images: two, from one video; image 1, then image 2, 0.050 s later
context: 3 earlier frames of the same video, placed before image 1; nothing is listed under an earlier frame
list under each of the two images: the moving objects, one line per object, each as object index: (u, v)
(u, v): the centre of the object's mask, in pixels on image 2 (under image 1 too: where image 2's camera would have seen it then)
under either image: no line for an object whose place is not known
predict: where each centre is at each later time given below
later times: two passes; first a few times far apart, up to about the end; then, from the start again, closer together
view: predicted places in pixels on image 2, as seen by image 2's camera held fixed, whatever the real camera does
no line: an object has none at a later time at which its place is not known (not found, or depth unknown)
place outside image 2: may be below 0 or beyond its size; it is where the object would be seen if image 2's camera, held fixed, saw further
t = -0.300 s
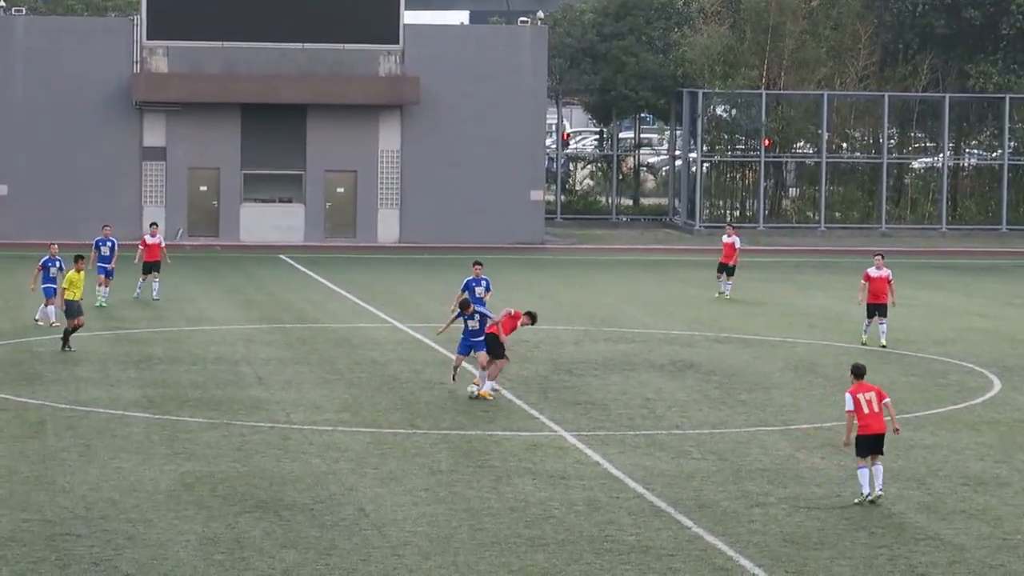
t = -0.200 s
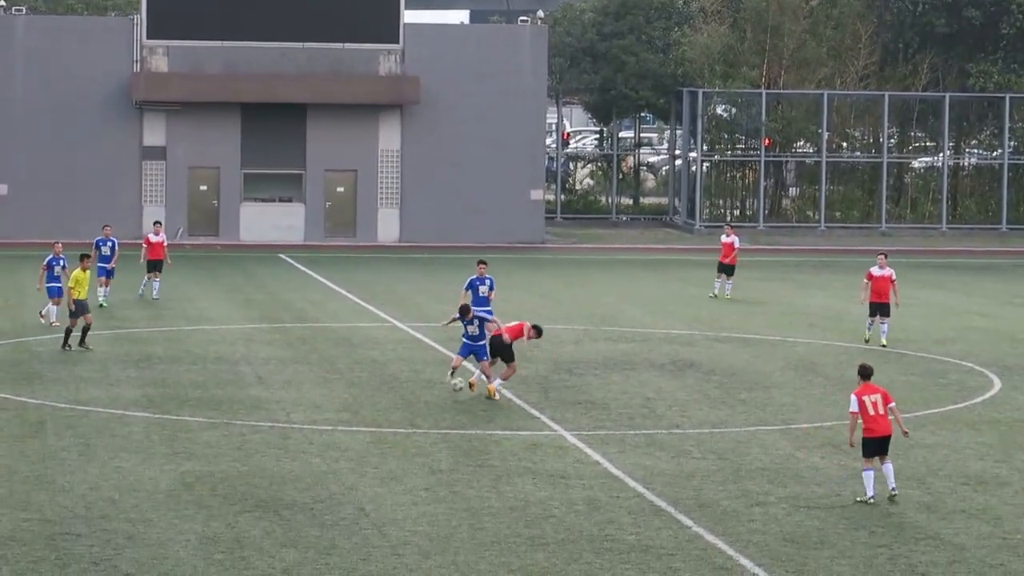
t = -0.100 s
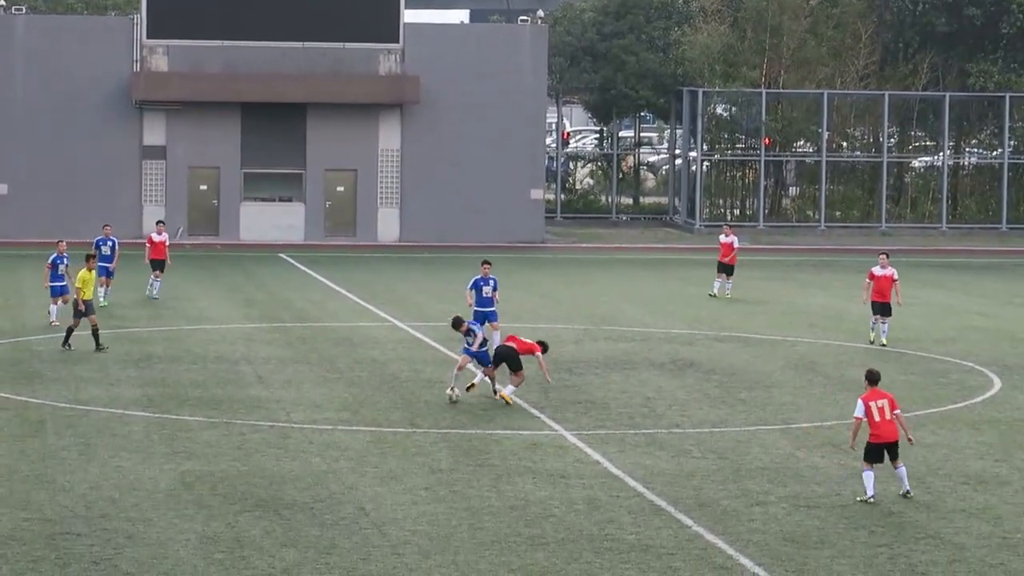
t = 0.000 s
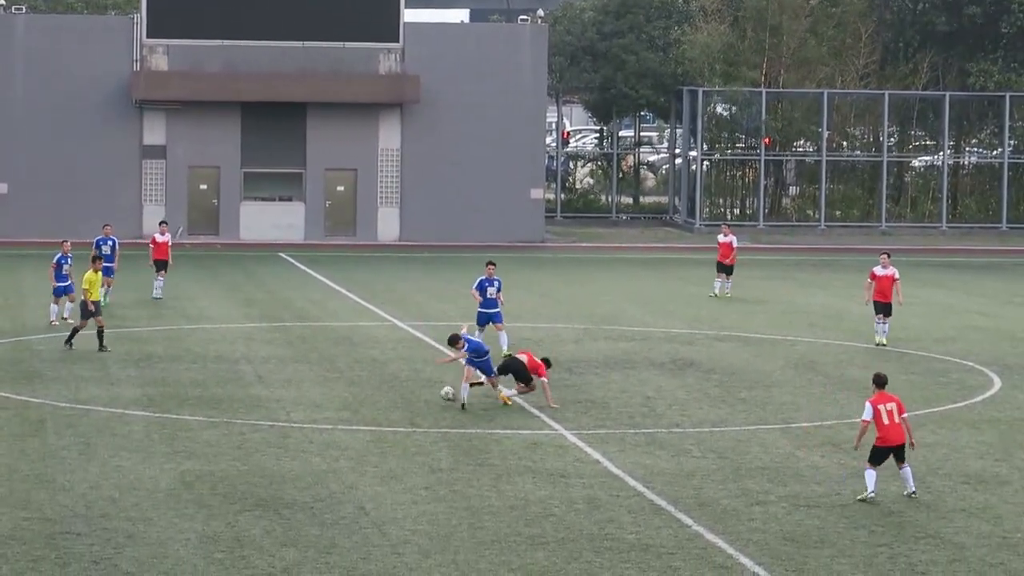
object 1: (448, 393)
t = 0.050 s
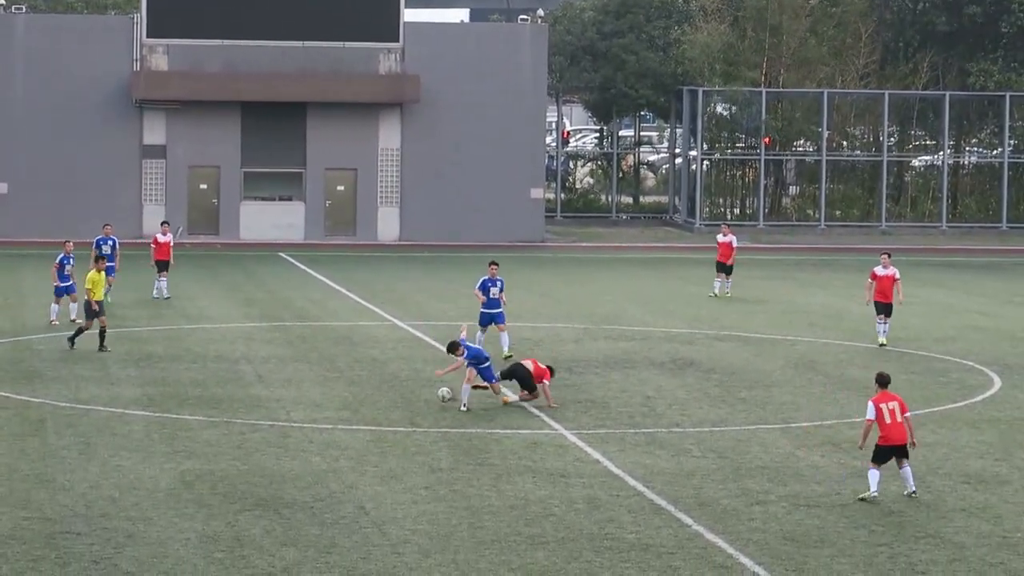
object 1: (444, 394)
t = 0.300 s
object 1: (430, 407)
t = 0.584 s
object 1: (417, 418)
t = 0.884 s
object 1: (404, 429)
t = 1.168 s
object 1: (393, 439)
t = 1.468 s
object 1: (384, 452)
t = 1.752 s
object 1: (376, 464)
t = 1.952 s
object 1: (372, 470)
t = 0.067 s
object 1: (443, 395)
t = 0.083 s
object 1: (442, 396)
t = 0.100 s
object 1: (441, 397)
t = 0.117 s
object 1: (440, 399)
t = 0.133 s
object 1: (439, 401)
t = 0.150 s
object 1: (437, 403)
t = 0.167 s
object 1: (437, 403)
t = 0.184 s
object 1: (437, 403)
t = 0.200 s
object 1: (436, 403)
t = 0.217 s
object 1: (435, 403)
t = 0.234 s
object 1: (434, 404)
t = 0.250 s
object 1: (433, 404)
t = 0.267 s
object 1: (431, 405)
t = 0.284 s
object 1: (431, 406)
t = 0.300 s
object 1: (430, 407)
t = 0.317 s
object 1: (430, 409)
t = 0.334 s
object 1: (428, 410)
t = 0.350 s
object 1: (428, 410)
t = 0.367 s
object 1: (426, 410)
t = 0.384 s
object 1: (425, 410)
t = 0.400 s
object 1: (425, 411)
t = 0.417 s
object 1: (424, 411)
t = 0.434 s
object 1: (424, 413)
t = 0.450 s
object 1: (423, 413)
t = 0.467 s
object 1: (422, 415)
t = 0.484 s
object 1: (421, 416)
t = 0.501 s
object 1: (420, 416)
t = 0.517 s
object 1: (419, 416)
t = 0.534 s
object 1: (419, 416)
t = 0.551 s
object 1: (418, 417)
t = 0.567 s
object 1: (417, 417)
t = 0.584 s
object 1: (417, 418)
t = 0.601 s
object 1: (416, 420)
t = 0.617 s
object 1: (415, 420)
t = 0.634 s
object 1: (414, 421)
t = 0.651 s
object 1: (413, 421)
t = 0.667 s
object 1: (412, 420)
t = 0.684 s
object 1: (412, 420)
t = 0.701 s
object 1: (411, 421)
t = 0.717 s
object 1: (410, 421)
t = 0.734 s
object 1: (410, 422)
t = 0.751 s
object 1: (409, 423)
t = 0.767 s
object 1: (408, 424)
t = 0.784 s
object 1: (408, 425)
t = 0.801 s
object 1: (407, 427)
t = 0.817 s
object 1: (406, 428)
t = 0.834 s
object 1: (405, 428)
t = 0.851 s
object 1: (405, 428)
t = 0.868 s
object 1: (404, 429)
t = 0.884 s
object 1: (404, 429)
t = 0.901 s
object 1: (403, 430)
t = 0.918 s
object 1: (402, 431)
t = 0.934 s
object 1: (402, 432)
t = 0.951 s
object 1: (401, 433)
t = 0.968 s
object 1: (401, 433)
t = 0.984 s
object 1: (400, 434)
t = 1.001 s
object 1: (400, 434)
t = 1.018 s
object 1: (399, 435)
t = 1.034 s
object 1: (398, 435)
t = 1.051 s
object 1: (398, 436)
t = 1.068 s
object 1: (397, 438)
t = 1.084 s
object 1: (396, 438)
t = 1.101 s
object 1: (396, 438)
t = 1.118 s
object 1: (395, 438)
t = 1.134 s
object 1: (395, 438)
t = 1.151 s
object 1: (394, 438)
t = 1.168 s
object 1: (393, 439)
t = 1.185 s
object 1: (393, 440)
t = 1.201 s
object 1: (392, 440)
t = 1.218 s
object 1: (391, 442)
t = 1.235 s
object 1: (391, 443)
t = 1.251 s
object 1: (390, 444)
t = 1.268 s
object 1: (389, 445)
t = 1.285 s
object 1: (389, 445)
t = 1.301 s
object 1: (389, 445)
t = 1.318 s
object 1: (388, 445)
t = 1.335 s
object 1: (388, 446)
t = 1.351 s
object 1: (387, 446)
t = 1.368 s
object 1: (387, 448)
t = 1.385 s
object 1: (386, 449)
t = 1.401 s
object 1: (386, 450)
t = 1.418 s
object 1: (385, 450)
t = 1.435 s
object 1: (384, 451)
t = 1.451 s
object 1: (384, 451)
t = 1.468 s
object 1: (384, 452)
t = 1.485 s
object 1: (383, 453)
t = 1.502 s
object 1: (383, 454)
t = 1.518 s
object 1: (382, 455)
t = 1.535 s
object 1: (382, 455)
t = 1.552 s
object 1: (381, 455)
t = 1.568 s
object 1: (380, 457)
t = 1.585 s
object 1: (380, 457)
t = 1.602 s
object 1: (380, 458)
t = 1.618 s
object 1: (379, 458)
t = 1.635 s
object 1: (379, 459)
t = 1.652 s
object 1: (378, 460)
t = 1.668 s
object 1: (378, 460)
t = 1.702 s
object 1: (378, 461)
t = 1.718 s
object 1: (377, 462)
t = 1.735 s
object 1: (376, 463)
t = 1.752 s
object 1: (376, 464)
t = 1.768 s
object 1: (375, 464)
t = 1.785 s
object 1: (375, 464)
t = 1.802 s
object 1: (375, 465)
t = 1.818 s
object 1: (375, 466)
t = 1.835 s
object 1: (374, 467)
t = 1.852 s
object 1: (374, 466)
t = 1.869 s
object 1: (373, 467)
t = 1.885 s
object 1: (373, 468)
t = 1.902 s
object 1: (373, 468)
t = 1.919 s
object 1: (372, 470)
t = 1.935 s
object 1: (372, 470)
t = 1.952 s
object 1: (372, 470)
